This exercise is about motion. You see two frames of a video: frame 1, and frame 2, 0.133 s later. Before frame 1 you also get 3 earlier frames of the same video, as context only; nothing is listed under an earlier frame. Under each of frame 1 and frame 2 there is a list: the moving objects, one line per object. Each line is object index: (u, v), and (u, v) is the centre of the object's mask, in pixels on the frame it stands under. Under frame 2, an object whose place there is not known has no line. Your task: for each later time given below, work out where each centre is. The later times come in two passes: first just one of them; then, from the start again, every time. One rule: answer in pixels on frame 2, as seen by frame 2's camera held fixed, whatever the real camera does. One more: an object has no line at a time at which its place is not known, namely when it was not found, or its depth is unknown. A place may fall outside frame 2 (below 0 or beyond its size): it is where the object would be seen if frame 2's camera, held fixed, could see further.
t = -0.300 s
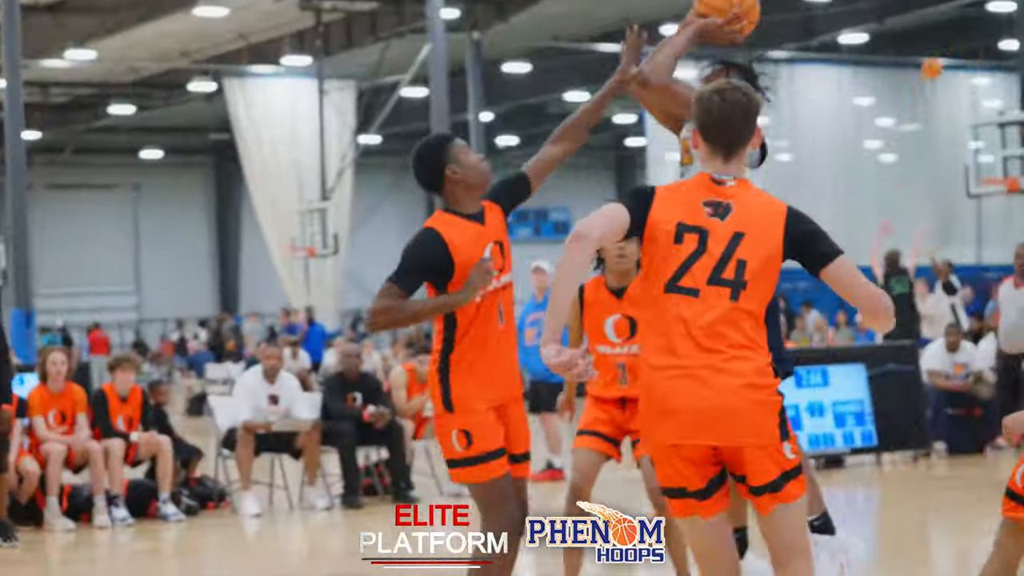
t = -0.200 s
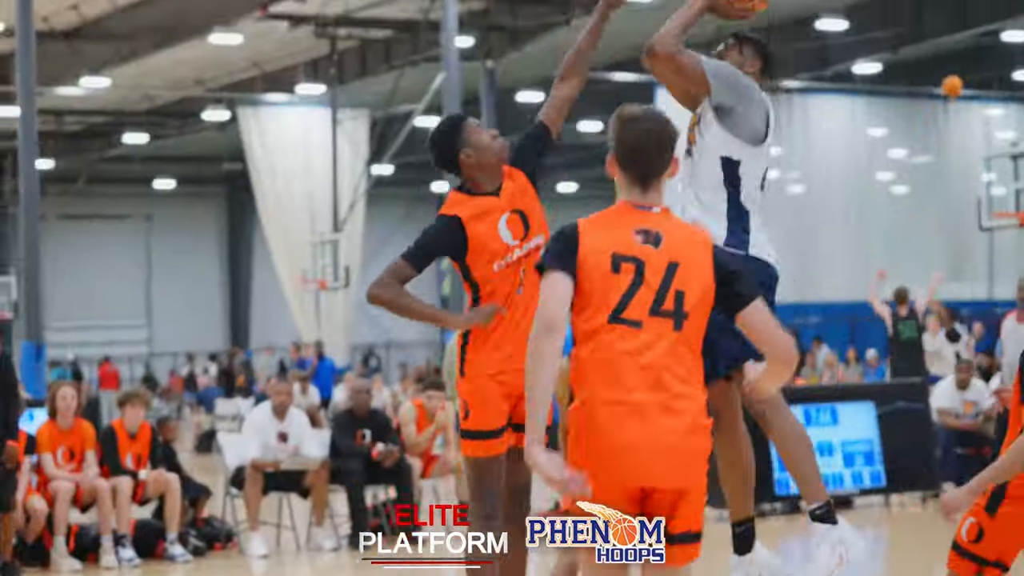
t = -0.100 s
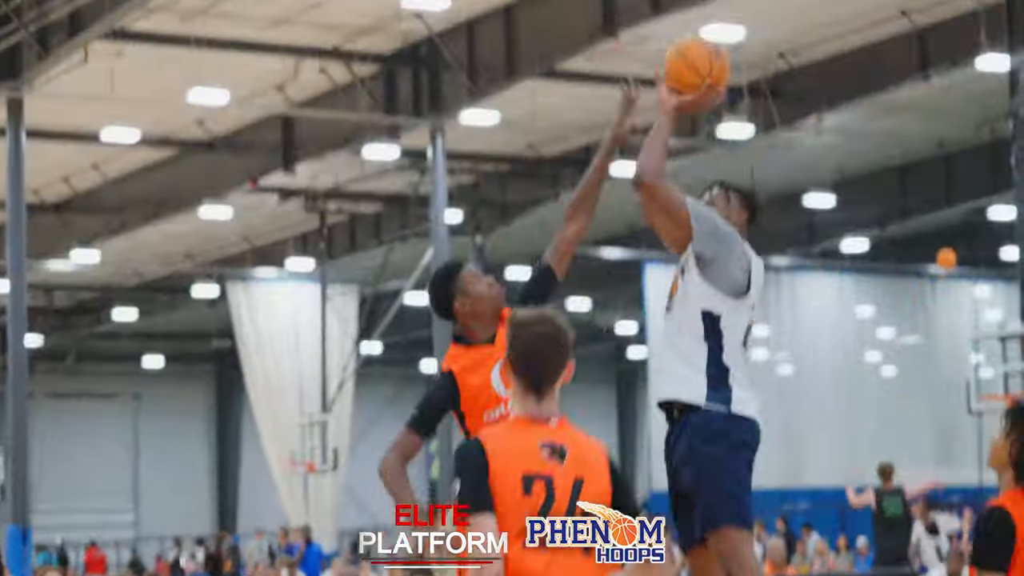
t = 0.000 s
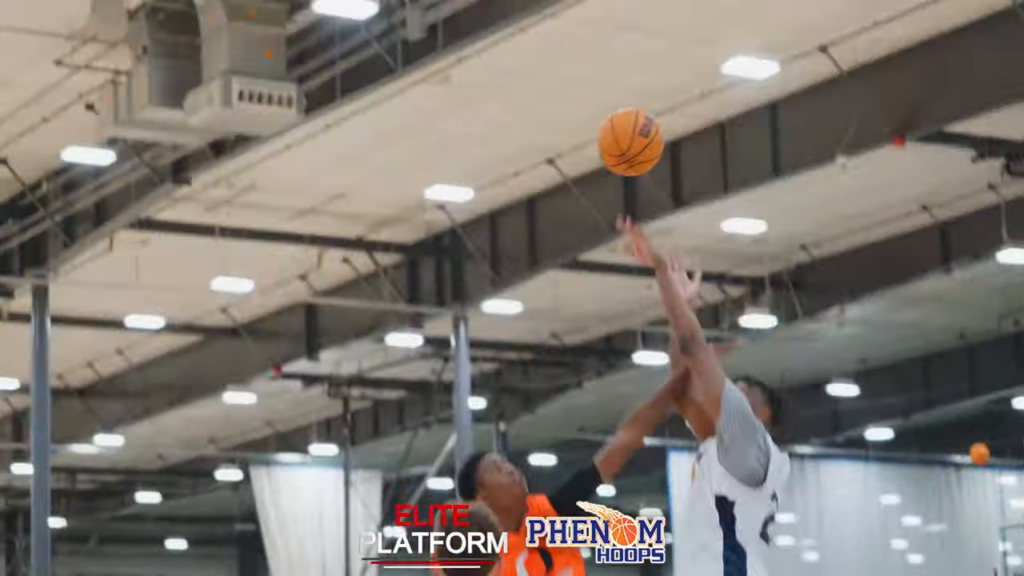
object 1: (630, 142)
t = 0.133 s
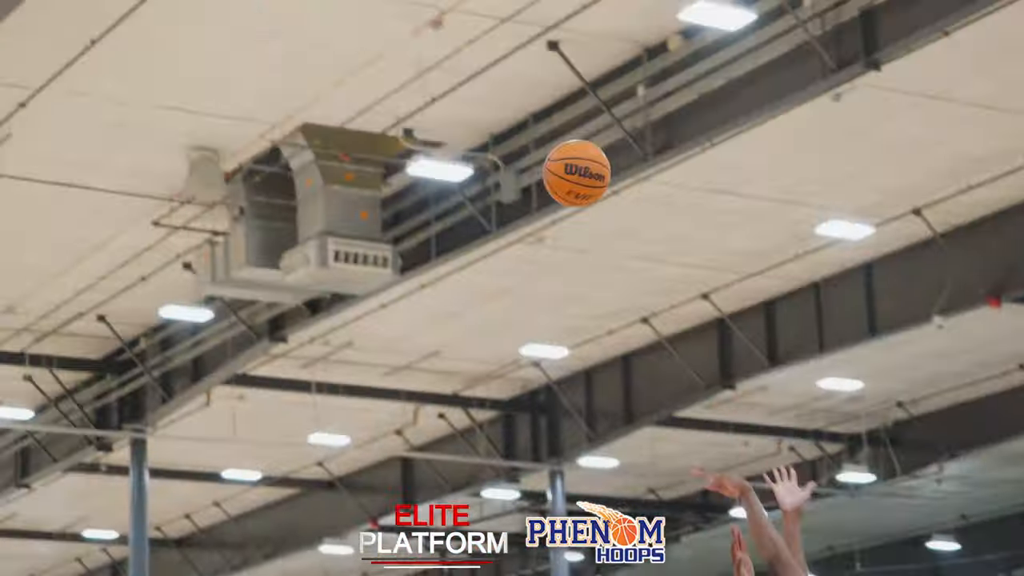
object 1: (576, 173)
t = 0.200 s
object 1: (505, 127)
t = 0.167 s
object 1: (540, 149)
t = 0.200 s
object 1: (505, 127)
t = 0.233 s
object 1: (469, 108)
